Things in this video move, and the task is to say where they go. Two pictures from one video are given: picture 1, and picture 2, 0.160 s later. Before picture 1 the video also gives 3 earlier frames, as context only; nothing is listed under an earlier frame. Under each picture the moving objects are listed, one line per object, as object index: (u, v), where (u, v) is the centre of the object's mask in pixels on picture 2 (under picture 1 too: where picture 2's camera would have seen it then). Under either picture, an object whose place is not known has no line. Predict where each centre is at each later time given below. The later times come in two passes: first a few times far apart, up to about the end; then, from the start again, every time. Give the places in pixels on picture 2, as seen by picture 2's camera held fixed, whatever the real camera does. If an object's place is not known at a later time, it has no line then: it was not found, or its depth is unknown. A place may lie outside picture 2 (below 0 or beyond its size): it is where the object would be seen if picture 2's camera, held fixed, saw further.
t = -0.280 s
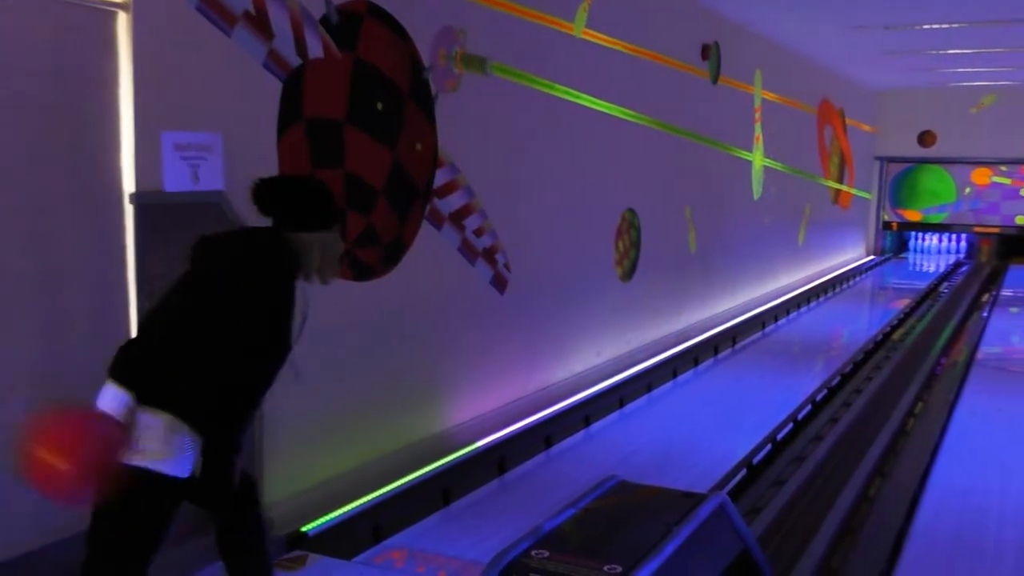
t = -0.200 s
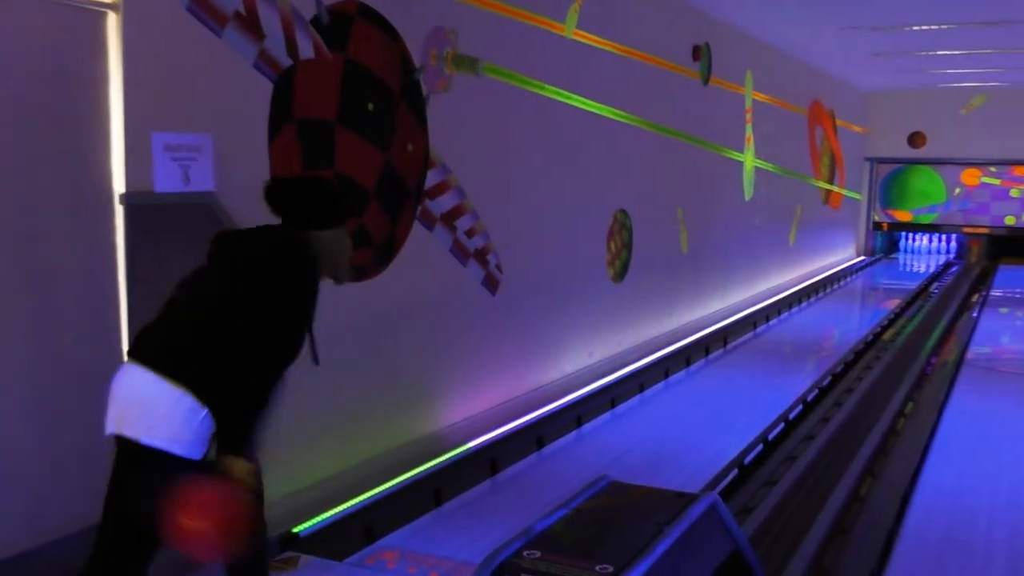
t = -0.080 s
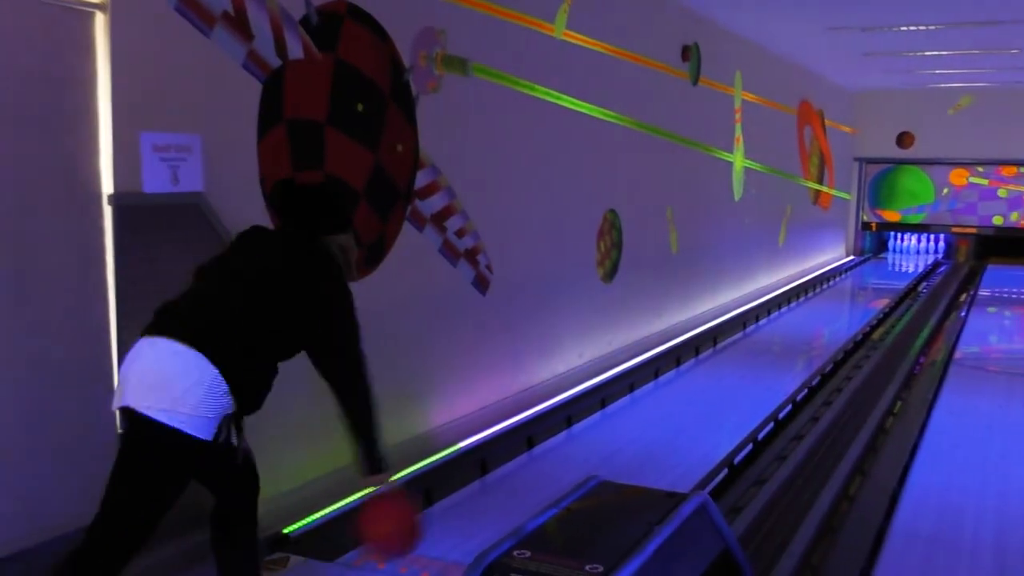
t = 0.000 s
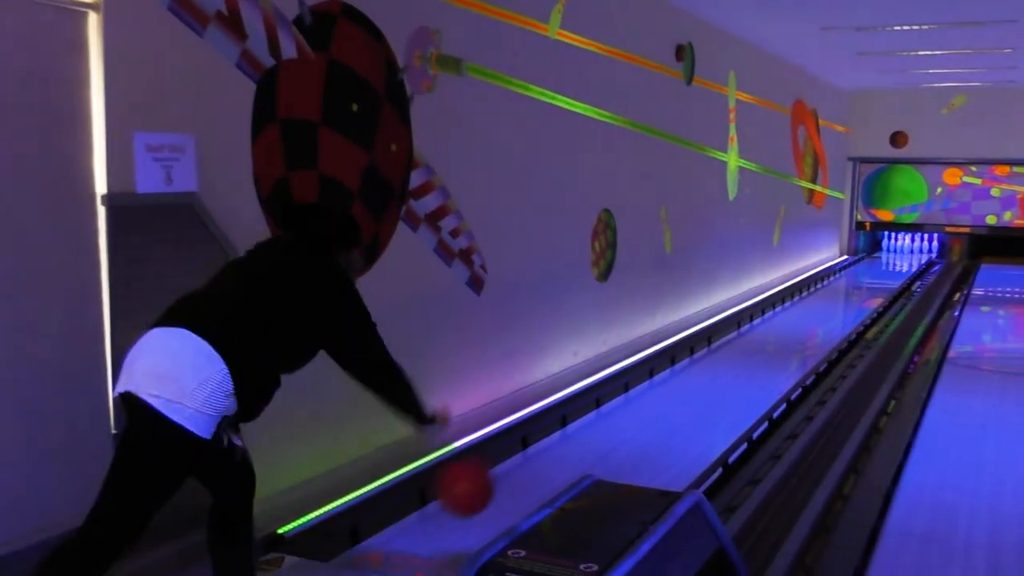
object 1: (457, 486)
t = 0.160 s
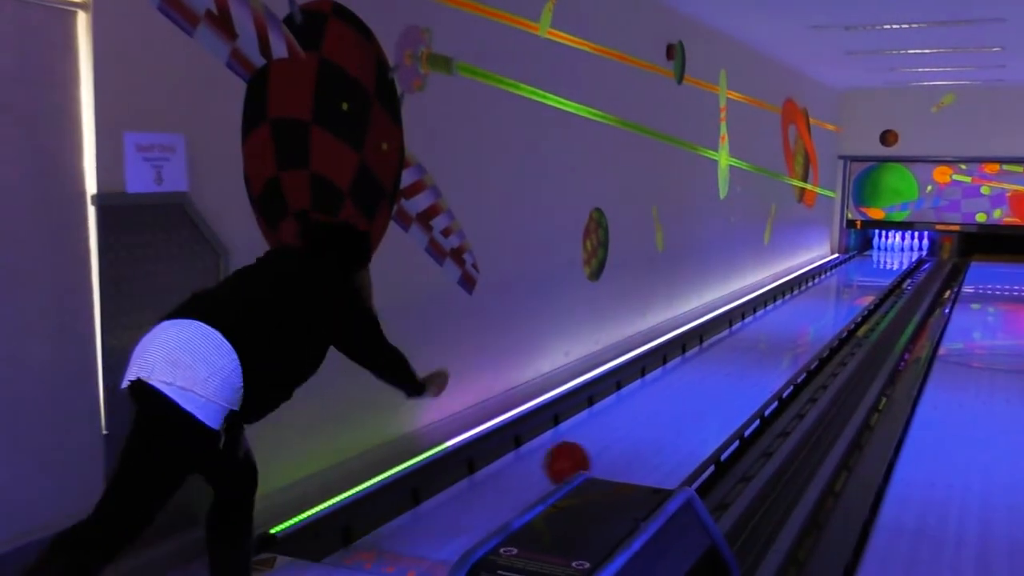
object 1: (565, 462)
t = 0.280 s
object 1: (622, 442)
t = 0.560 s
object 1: (707, 379)
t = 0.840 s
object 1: (757, 342)
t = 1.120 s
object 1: (792, 316)
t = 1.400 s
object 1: (816, 298)
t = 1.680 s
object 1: (835, 285)
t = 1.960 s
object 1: (850, 274)
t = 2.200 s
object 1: (861, 266)
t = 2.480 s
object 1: (869, 260)
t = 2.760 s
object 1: (876, 255)
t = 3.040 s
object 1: (884, 250)
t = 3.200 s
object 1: (885, 247)
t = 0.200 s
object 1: (587, 460)
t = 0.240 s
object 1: (606, 453)
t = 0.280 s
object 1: (622, 442)
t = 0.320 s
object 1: (637, 431)
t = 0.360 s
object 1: (651, 421)
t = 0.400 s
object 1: (664, 411)
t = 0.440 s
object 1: (676, 402)
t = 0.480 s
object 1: (687, 394)
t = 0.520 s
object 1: (698, 387)
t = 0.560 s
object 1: (707, 379)
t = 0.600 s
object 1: (716, 372)
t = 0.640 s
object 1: (724, 366)
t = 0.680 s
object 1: (732, 361)
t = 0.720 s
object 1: (739, 356)
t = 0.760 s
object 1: (746, 350)
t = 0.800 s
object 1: (752, 346)
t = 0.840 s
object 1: (757, 342)
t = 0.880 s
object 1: (763, 337)
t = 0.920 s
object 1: (769, 334)
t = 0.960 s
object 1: (774, 330)
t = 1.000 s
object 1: (779, 326)
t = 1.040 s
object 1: (783, 323)
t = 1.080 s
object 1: (788, 320)
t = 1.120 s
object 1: (792, 316)
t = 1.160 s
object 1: (796, 313)
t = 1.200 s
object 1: (800, 310)
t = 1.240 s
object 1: (803, 307)
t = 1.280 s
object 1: (807, 305)
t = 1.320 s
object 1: (810, 303)
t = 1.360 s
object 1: (813, 300)
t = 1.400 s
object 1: (816, 298)
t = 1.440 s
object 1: (819, 296)
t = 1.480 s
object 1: (822, 294)
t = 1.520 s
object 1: (824, 292)
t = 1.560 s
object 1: (827, 290)
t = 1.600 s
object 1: (830, 288)
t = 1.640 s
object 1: (832, 287)
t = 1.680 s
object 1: (835, 285)
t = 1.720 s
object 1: (838, 283)
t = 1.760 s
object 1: (840, 282)
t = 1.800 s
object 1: (842, 280)
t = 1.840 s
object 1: (844, 278)
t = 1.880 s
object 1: (846, 277)
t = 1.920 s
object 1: (848, 275)
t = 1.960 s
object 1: (850, 274)
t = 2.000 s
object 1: (852, 273)
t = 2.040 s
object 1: (854, 271)
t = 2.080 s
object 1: (856, 270)
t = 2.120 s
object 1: (857, 269)
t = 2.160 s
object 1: (859, 267)
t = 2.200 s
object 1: (861, 266)
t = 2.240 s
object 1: (862, 265)
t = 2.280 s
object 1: (864, 264)
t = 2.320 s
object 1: (865, 263)
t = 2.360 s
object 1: (867, 263)
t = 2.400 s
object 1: (867, 261)
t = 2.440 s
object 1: (868, 261)
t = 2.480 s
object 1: (869, 260)
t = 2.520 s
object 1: (871, 259)
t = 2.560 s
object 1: (872, 258)
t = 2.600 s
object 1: (874, 258)
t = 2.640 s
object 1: (874, 257)
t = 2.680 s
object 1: (874, 256)
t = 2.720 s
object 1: (876, 256)
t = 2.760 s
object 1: (876, 255)
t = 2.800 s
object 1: (878, 254)
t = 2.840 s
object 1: (880, 253)
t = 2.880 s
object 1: (880, 253)
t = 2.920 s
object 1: (881, 251)
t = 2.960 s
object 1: (882, 251)
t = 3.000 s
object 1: (883, 250)
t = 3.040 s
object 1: (884, 250)
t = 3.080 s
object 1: (884, 249)
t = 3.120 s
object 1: (884, 249)
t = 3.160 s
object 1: (885, 248)
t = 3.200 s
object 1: (885, 247)
